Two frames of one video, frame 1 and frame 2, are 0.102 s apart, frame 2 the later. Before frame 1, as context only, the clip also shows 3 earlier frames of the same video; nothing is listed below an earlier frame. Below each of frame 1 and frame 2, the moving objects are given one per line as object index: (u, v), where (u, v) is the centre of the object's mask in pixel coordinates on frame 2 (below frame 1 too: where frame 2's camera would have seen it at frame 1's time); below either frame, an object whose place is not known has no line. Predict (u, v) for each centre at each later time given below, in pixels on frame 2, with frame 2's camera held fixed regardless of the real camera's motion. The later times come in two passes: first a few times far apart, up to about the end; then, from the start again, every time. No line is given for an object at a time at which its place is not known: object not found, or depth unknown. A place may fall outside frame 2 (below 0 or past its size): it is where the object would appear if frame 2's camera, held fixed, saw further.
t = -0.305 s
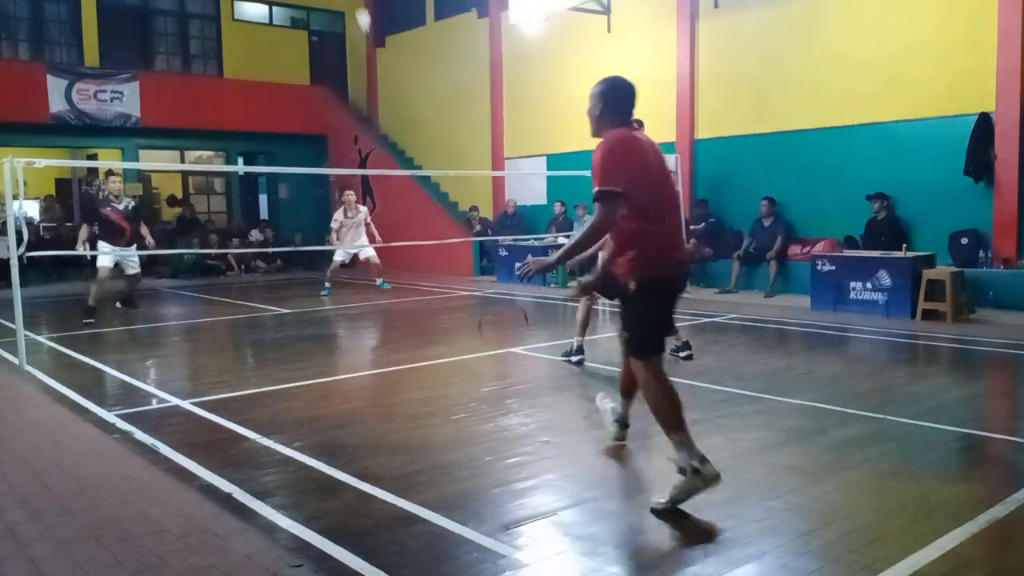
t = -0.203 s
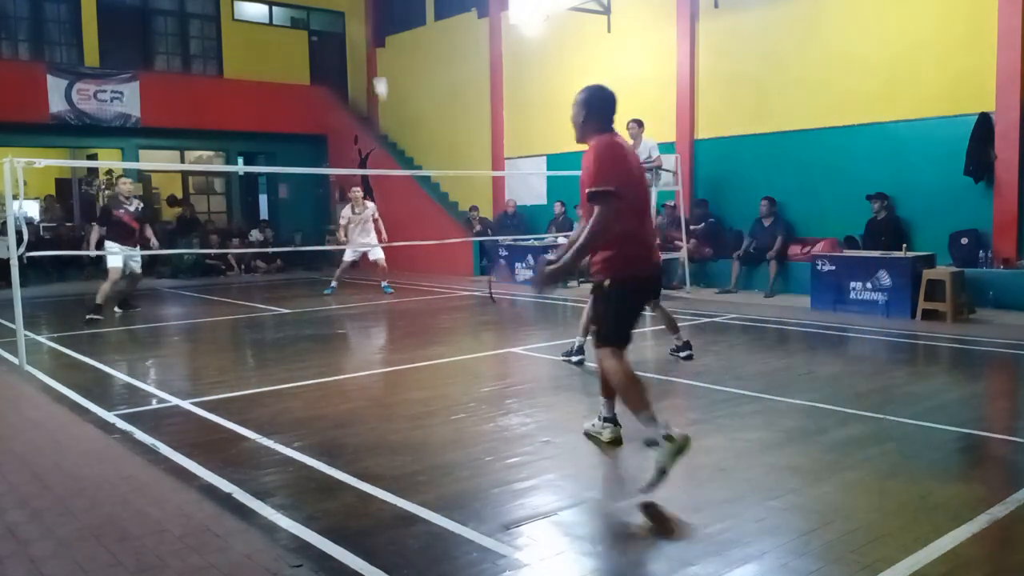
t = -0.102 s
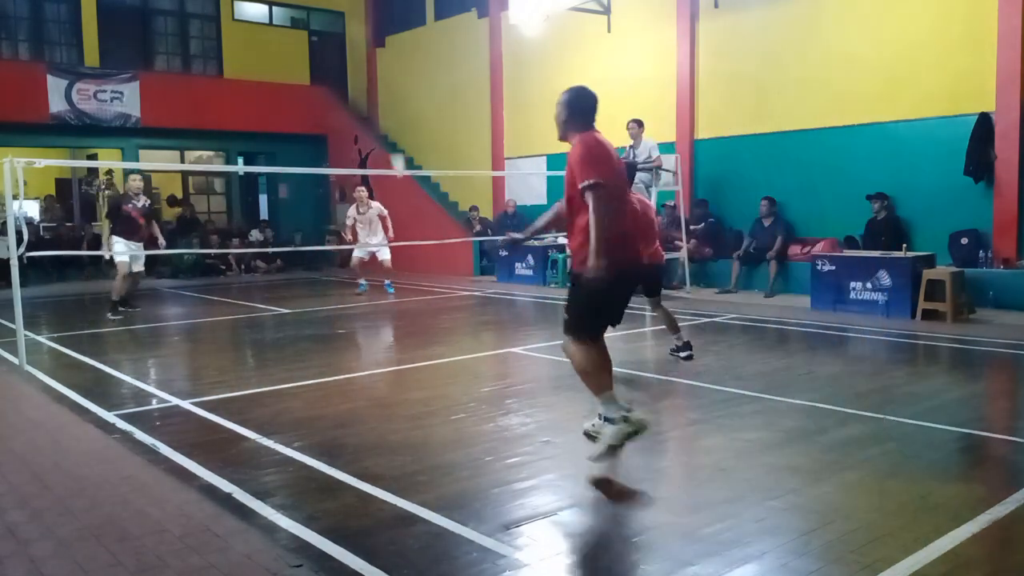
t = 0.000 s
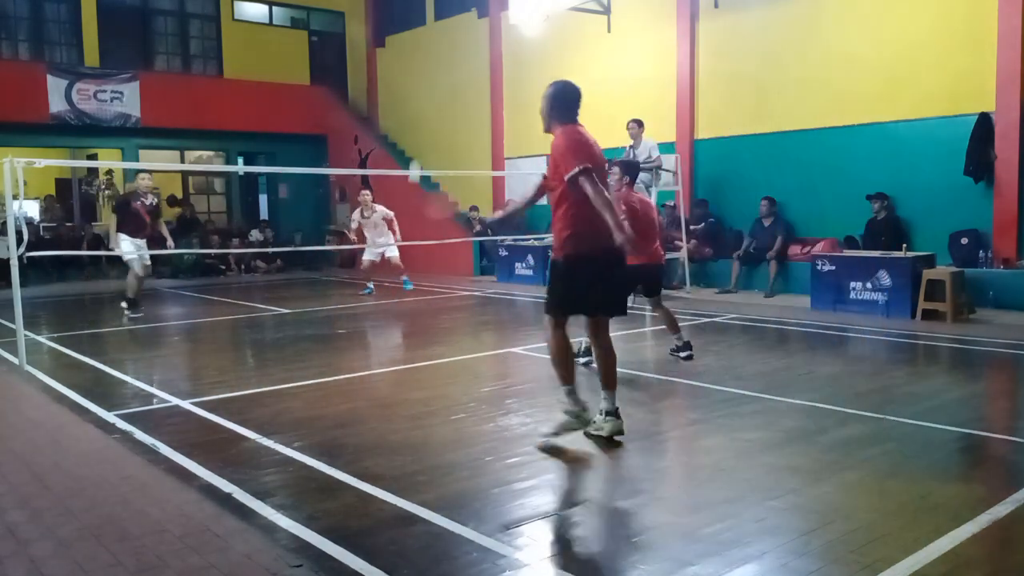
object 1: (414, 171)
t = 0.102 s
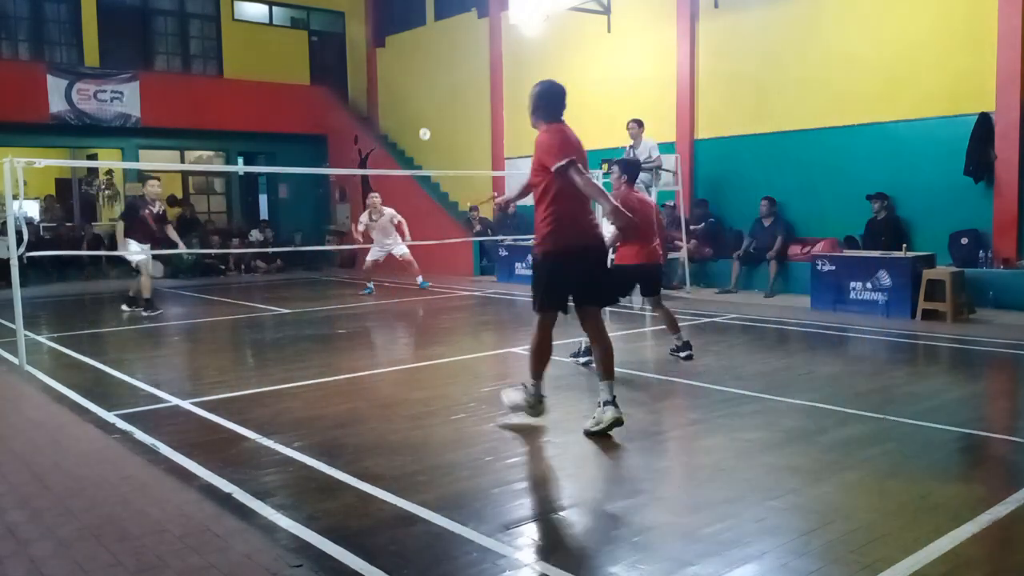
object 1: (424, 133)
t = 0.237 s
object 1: (430, 125)
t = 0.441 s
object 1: (437, 145)
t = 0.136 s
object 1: (426, 129)
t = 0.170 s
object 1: (428, 126)
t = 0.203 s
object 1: (429, 125)
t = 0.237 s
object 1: (430, 125)
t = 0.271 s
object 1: (431, 126)
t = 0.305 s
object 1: (433, 128)
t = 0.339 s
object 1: (434, 132)
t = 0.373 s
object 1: (435, 135)
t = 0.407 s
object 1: (436, 140)
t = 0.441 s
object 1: (437, 145)
